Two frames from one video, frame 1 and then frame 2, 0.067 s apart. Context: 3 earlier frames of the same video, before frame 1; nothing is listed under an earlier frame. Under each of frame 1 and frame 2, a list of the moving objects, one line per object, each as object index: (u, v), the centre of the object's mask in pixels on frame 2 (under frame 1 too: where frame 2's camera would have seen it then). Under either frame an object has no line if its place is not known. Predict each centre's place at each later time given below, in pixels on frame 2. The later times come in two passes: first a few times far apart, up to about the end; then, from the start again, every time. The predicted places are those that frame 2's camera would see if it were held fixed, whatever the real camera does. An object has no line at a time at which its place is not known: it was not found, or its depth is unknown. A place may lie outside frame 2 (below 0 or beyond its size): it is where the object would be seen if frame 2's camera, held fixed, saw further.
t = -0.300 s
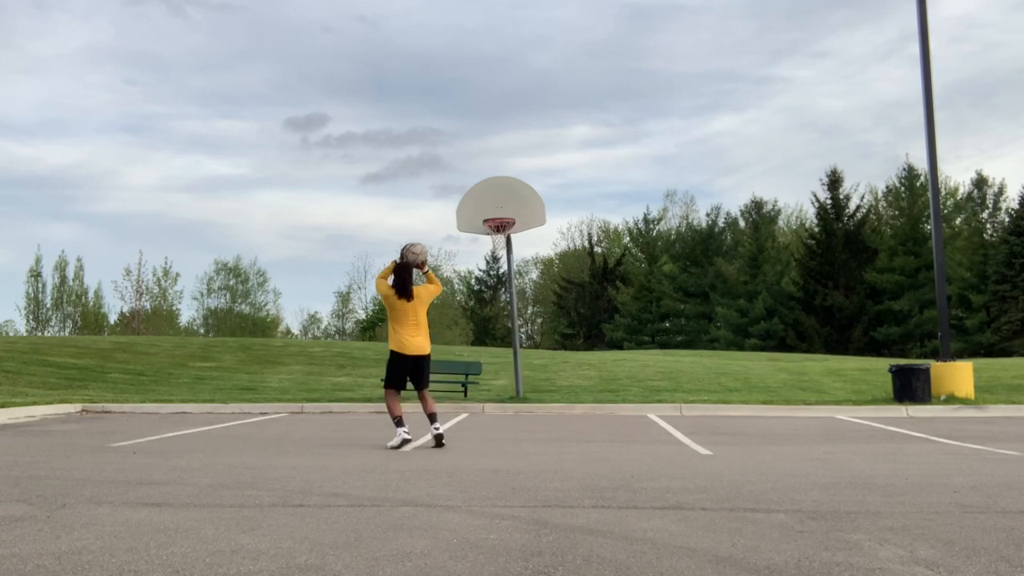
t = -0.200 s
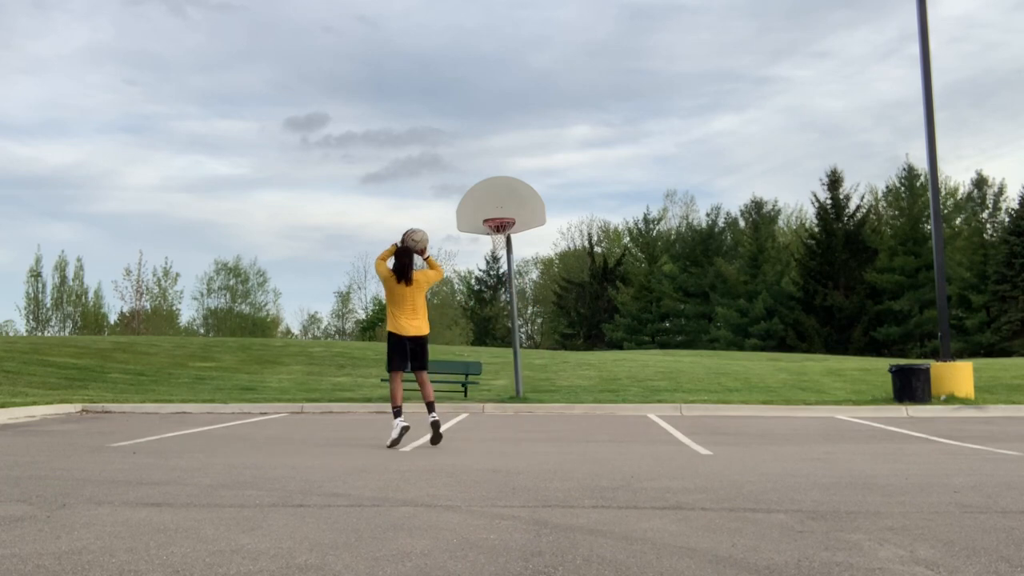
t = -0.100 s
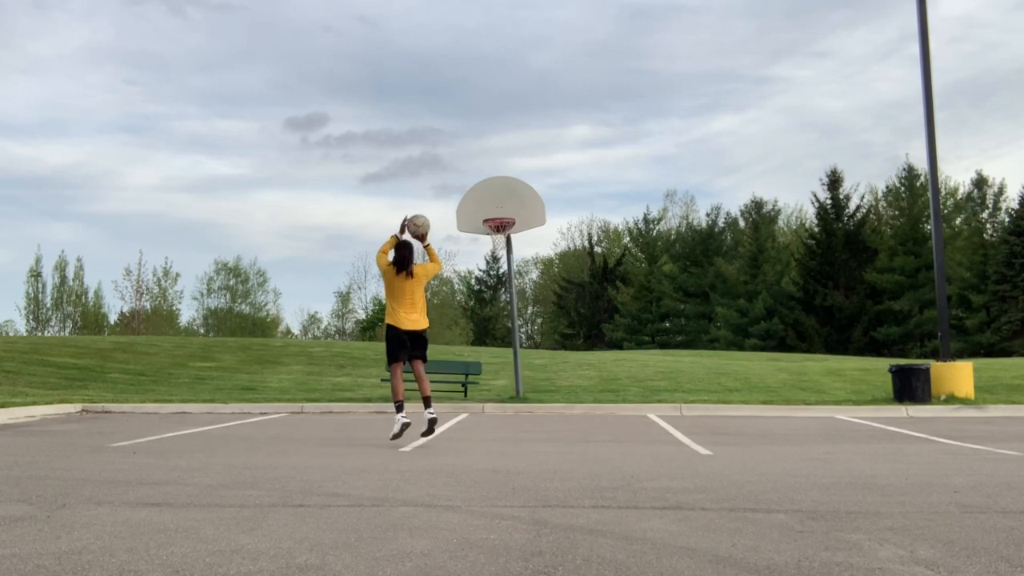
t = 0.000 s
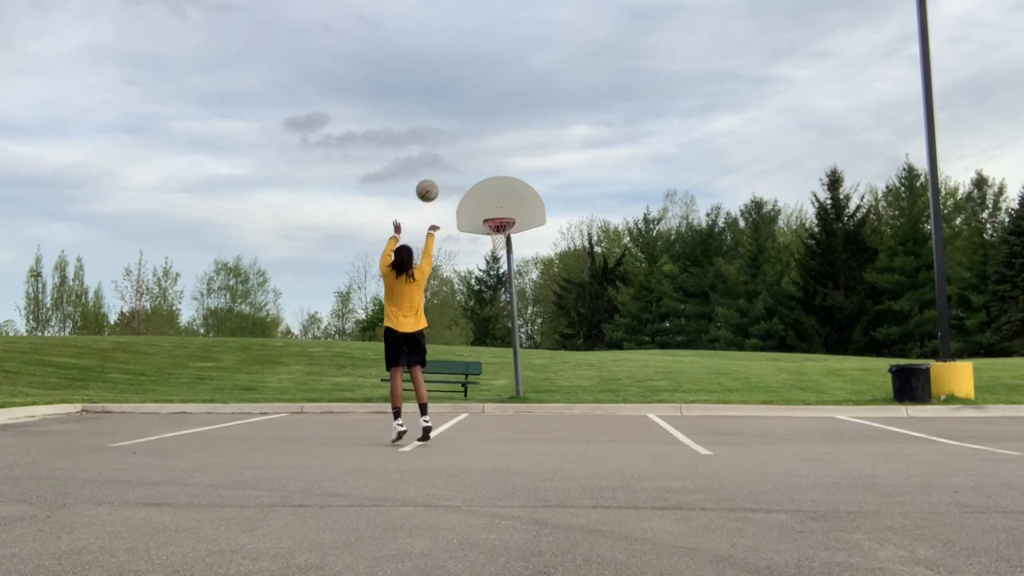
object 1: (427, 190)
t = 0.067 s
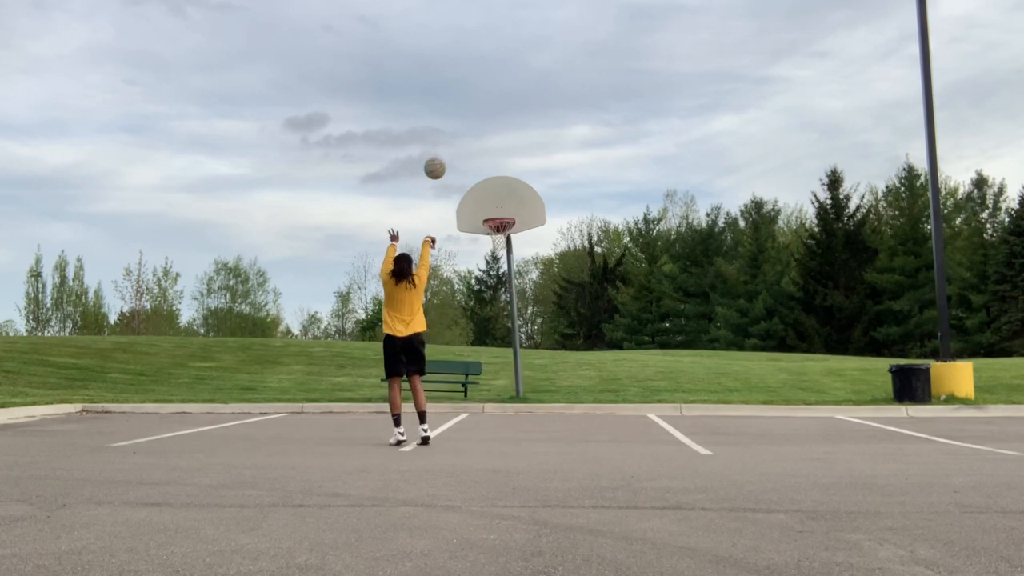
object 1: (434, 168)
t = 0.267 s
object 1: (454, 129)
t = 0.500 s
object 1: (472, 127)
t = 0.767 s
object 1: (490, 169)
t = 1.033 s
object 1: (498, 199)
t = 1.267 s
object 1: (498, 194)
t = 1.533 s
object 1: (497, 209)
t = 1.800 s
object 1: (495, 209)
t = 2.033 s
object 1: (496, 243)
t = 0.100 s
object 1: (438, 159)
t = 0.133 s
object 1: (442, 150)
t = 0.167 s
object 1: (445, 144)
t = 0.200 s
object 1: (448, 138)
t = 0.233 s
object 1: (451, 133)
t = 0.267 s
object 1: (454, 129)
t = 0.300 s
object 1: (457, 126)
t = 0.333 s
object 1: (460, 124)
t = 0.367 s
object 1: (462, 123)
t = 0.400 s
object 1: (465, 123)
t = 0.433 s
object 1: (468, 123)
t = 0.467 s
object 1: (470, 125)
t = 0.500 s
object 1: (472, 127)
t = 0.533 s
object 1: (475, 130)
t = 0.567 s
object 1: (477, 133)
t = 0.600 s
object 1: (479, 138)
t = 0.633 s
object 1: (482, 142)
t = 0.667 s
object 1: (484, 148)
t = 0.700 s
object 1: (485, 154)
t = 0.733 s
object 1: (488, 161)
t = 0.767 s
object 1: (490, 169)
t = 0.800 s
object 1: (492, 177)
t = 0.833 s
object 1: (493, 185)
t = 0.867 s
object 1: (495, 195)
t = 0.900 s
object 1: (497, 204)
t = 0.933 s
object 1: (498, 211)
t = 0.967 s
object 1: (498, 207)
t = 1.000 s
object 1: (498, 203)
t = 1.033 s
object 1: (498, 199)
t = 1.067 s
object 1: (499, 197)
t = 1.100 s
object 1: (499, 196)
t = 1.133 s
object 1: (499, 195)
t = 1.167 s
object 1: (499, 194)
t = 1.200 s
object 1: (499, 195)
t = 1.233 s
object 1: (499, 194)
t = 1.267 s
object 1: (498, 194)
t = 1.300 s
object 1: (498, 194)
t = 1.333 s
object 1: (498, 196)
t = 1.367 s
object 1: (498, 197)
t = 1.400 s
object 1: (498, 200)
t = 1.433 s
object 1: (497, 203)
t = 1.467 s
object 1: (497, 207)
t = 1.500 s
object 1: (498, 211)
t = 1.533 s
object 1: (497, 209)
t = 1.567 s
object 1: (497, 206)
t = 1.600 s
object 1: (496, 204)
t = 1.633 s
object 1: (496, 203)
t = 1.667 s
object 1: (496, 203)
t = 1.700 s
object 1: (496, 203)
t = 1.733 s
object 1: (496, 205)
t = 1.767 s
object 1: (495, 207)
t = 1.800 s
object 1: (495, 209)
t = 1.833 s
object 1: (496, 211)
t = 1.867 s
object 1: (496, 213)
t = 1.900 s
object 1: (494, 215)
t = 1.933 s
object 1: (497, 227)
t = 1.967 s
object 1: (495, 231)
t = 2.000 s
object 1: (496, 238)
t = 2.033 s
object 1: (496, 243)
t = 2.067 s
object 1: (497, 248)
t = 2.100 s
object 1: (497, 255)
